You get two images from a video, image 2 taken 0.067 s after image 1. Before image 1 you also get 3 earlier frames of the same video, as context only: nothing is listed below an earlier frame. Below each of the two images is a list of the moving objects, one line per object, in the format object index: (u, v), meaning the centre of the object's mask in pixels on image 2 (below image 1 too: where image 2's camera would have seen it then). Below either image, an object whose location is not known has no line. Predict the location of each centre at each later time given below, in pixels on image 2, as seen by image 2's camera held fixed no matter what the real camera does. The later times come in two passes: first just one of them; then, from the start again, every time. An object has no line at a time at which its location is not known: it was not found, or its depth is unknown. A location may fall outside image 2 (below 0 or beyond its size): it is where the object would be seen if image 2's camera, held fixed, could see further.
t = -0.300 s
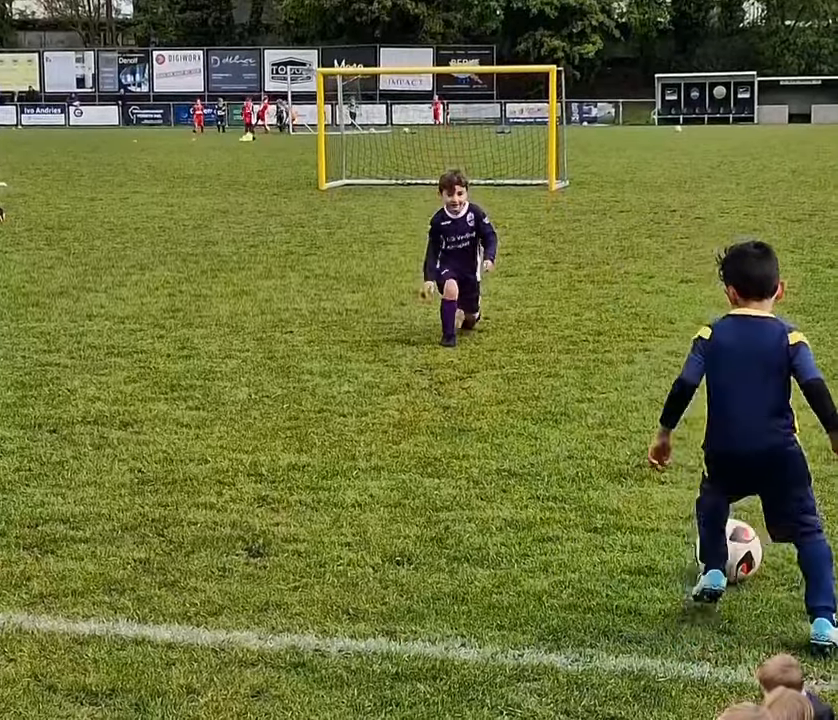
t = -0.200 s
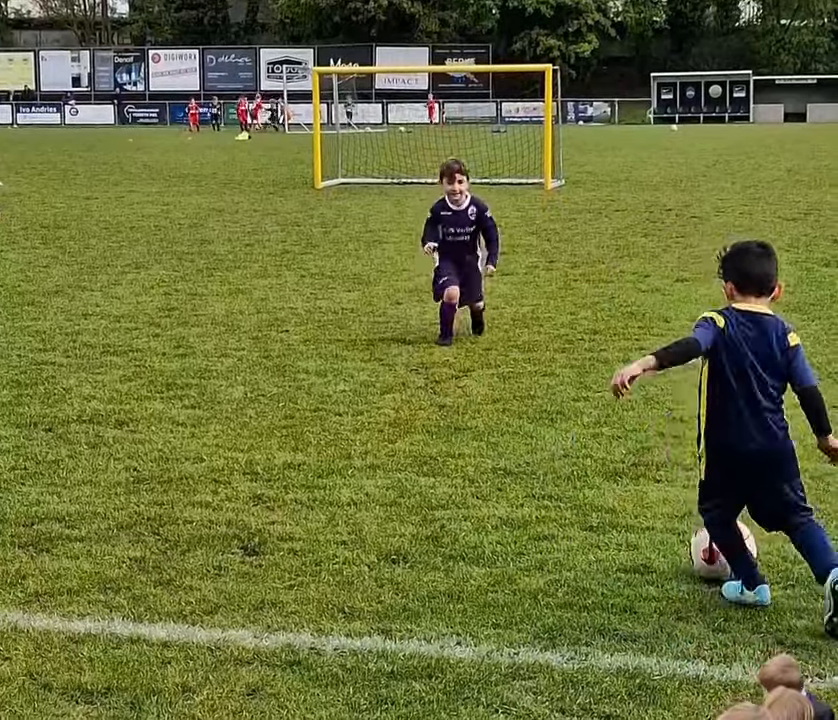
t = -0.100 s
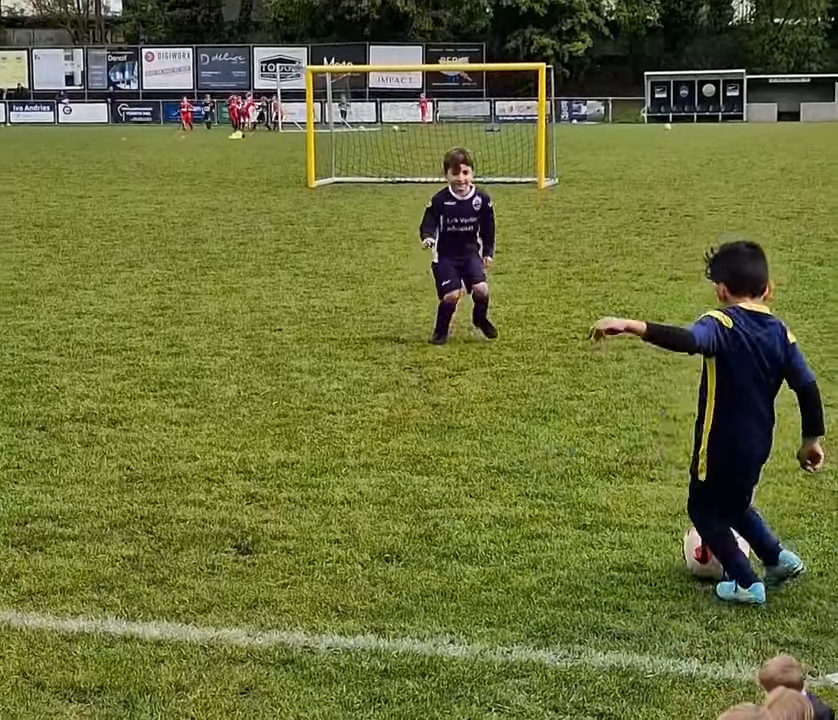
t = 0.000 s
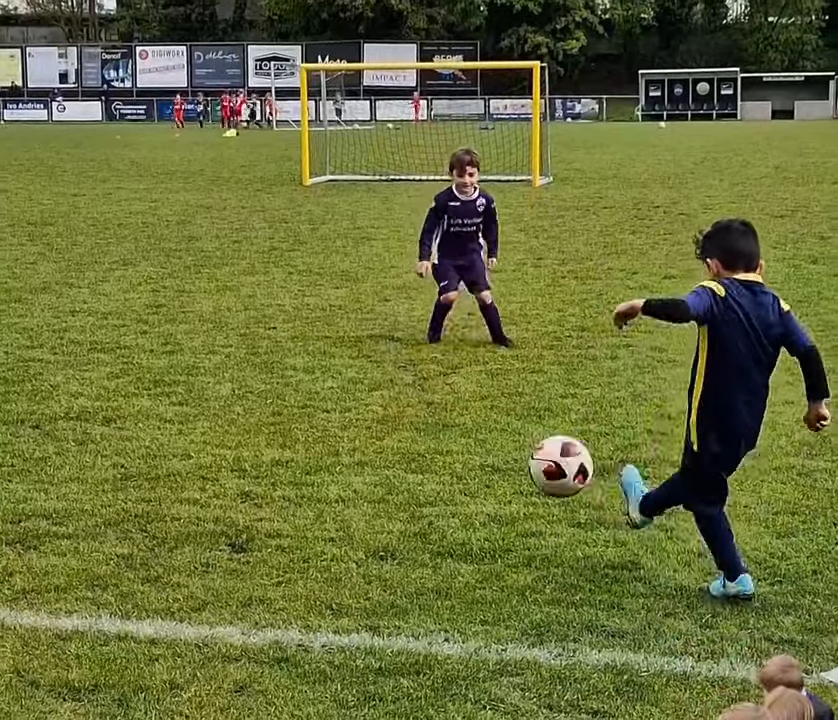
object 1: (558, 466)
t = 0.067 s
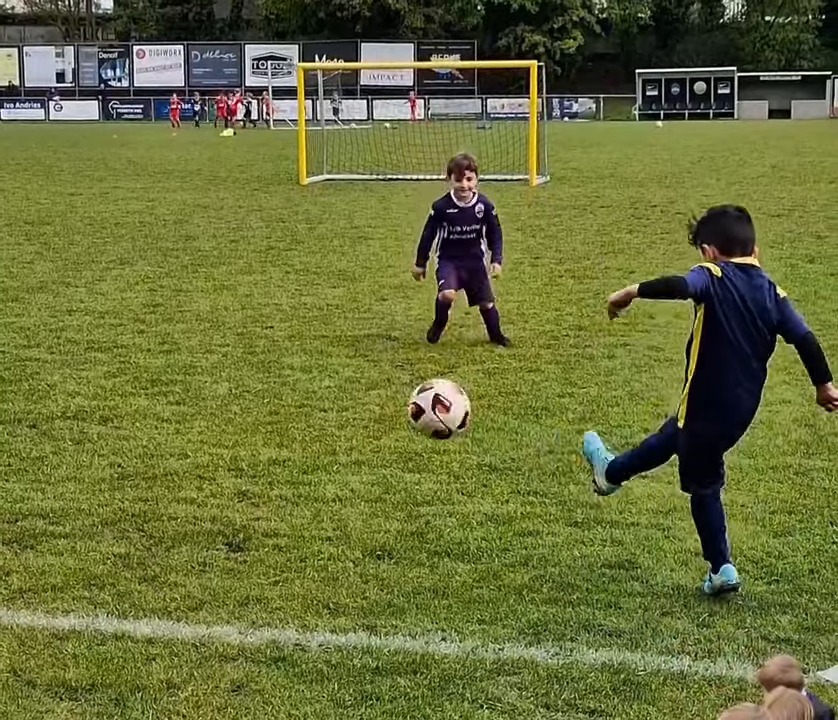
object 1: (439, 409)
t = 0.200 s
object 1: (221, 345)
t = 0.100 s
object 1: (383, 387)
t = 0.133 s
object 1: (327, 369)
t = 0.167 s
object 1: (274, 355)
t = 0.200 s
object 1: (221, 345)
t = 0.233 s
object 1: (171, 338)
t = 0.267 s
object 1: (122, 335)
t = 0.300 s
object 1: (74, 334)
